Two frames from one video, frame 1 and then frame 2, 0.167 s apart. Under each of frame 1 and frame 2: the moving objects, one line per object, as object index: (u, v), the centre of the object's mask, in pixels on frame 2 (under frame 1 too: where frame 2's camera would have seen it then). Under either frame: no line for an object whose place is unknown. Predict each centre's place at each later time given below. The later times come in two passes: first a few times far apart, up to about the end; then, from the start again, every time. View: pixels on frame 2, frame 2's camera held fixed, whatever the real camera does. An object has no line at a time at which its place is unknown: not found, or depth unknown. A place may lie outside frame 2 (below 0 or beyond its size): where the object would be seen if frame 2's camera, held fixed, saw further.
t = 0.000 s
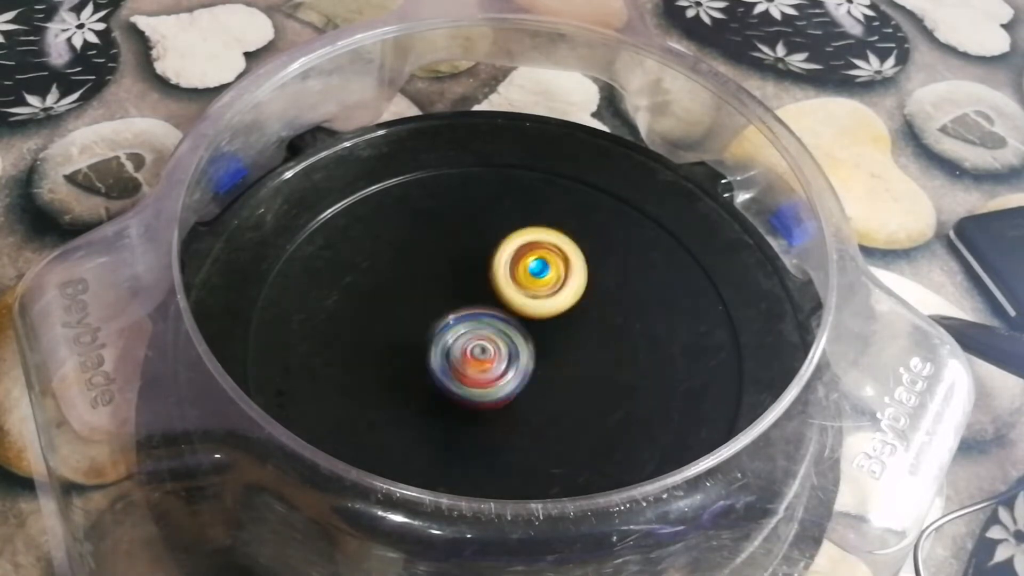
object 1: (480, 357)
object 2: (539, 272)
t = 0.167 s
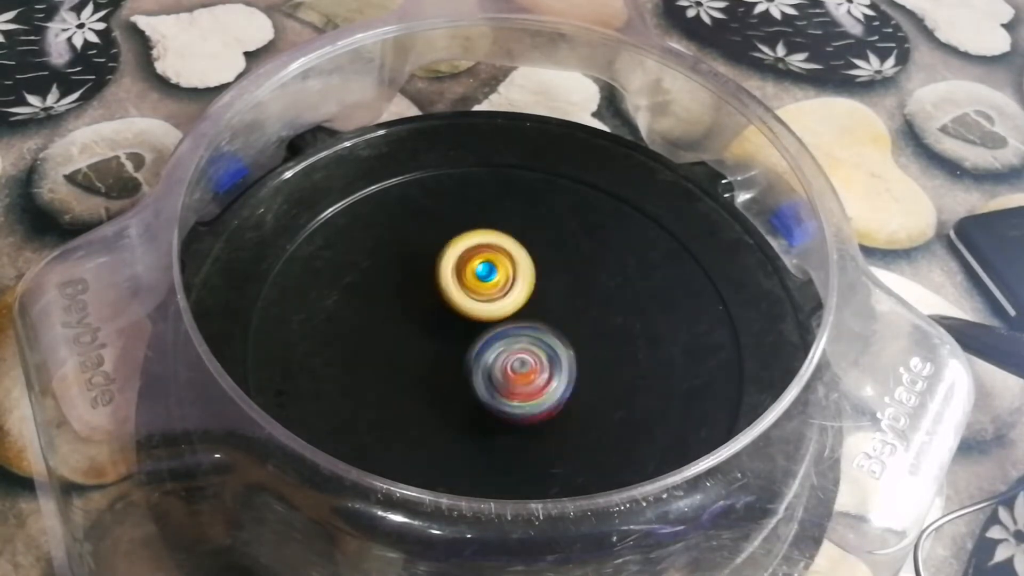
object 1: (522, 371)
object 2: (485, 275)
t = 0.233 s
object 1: (543, 375)
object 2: (471, 279)
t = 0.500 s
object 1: (571, 358)
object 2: (437, 327)
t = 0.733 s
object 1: (540, 316)
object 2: (469, 373)
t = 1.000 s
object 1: (511, 271)
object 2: (540, 372)
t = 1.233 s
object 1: (480, 279)
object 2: (564, 327)
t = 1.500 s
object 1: (432, 325)
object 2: (531, 286)
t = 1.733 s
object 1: (464, 373)
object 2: (478, 290)
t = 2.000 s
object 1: (539, 393)
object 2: (447, 318)
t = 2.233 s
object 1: (580, 352)
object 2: (467, 348)
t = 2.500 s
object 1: (610, 334)
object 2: (487, 346)
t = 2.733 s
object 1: (598, 336)
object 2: (491, 326)
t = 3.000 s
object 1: (561, 290)
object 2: (455, 331)
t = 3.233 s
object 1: (495, 275)
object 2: (461, 349)
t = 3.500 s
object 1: (453, 258)
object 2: (485, 359)
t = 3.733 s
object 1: (454, 273)
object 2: (492, 357)
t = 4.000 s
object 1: (456, 273)
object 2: (494, 363)
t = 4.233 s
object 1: (470, 279)
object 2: (522, 357)
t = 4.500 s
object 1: (473, 290)
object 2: (533, 373)
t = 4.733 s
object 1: (479, 295)
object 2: (527, 364)
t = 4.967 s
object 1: (483, 294)
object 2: (532, 380)
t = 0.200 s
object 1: (532, 373)
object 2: (478, 277)
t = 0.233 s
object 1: (543, 375)
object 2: (471, 279)
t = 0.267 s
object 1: (549, 375)
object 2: (465, 281)
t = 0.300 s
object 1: (559, 376)
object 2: (457, 286)
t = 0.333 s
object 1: (562, 374)
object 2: (450, 291)
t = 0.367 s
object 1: (567, 372)
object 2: (446, 297)
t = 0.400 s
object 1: (572, 370)
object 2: (442, 304)
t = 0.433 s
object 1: (570, 366)
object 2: (438, 311)
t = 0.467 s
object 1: (574, 363)
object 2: (437, 319)
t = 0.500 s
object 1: (571, 358)
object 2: (437, 327)
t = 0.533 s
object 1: (570, 352)
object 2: (437, 334)
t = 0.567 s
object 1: (568, 348)
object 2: (440, 342)
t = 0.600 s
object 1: (562, 340)
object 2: (444, 350)
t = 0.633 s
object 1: (559, 336)
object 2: (449, 356)
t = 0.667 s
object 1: (554, 331)
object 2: (456, 363)
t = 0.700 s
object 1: (545, 323)
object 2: (463, 368)
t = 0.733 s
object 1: (540, 316)
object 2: (469, 373)
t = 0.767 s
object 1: (538, 310)
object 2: (477, 378)
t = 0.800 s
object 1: (536, 304)
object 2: (487, 380)
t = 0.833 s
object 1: (530, 298)
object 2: (495, 382)
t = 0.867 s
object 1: (524, 289)
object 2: (505, 382)
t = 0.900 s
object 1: (523, 283)
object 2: (515, 381)
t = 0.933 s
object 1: (519, 280)
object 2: (523, 379)
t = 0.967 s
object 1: (513, 274)
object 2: (532, 376)
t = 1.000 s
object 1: (511, 271)
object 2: (540, 372)
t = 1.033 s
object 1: (505, 270)
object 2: (546, 367)
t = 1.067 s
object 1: (500, 267)
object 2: (552, 361)
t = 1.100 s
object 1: (497, 268)
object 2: (557, 354)
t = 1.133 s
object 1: (492, 270)
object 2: (560, 348)
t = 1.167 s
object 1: (488, 270)
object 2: (562, 341)
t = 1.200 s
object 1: (483, 274)
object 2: (563, 334)
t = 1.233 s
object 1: (480, 279)
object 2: (564, 327)
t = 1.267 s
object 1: (472, 282)
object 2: (566, 321)
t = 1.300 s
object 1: (464, 286)
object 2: (564, 314)
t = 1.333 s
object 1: (454, 291)
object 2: (561, 307)
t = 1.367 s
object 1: (447, 295)
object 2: (557, 301)
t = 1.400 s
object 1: (442, 302)
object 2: (552, 297)
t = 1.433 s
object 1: (438, 308)
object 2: (545, 292)
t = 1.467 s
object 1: (435, 317)
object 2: (538, 289)
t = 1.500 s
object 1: (432, 325)
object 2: (531, 286)
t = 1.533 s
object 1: (432, 331)
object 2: (524, 284)
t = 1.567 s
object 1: (435, 340)
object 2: (515, 283)
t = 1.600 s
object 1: (437, 350)
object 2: (506, 284)
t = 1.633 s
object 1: (440, 355)
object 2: (499, 285)
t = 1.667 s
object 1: (446, 361)
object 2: (492, 286)
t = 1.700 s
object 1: (456, 369)
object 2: (484, 288)
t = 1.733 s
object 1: (464, 373)
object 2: (478, 290)
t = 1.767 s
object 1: (473, 378)
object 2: (471, 294)
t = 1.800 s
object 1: (480, 383)
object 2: (463, 295)
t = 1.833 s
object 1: (488, 387)
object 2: (457, 297)
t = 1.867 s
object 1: (498, 391)
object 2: (453, 301)
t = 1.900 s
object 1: (508, 394)
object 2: (450, 304)
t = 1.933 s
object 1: (519, 394)
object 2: (448, 308)
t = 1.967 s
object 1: (530, 395)
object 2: (446, 313)
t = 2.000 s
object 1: (539, 393)
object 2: (447, 318)
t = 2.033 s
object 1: (548, 387)
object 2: (448, 322)
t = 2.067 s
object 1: (556, 382)
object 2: (450, 327)
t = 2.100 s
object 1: (559, 376)
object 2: (453, 332)
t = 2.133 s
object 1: (562, 367)
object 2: (458, 336)
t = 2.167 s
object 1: (566, 359)
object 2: (461, 342)
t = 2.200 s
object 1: (575, 356)
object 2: (463, 346)
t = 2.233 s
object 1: (580, 352)
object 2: (467, 348)
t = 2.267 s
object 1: (580, 351)
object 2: (469, 349)
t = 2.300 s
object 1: (581, 345)
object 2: (471, 351)
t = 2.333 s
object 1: (593, 339)
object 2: (472, 353)
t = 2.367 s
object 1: (604, 339)
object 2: (476, 353)
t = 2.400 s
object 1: (607, 339)
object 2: (477, 350)
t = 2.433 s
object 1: (606, 337)
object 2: (479, 351)
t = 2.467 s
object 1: (607, 335)
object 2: (484, 350)
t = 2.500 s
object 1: (610, 334)
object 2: (487, 346)
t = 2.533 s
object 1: (616, 335)
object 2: (487, 344)
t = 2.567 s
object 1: (614, 339)
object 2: (492, 342)
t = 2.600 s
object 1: (606, 340)
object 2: (494, 338)
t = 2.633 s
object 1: (602, 338)
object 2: (494, 335)
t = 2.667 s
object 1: (602, 337)
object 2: (495, 332)
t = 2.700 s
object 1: (602, 337)
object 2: (493, 329)
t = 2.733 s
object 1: (598, 336)
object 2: (491, 326)
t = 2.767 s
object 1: (595, 331)
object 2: (486, 324)
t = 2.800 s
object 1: (596, 323)
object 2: (479, 325)
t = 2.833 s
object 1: (595, 314)
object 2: (476, 327)
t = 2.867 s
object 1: (591, 309)
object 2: (473, 324)
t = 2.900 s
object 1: (584, 303)
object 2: (468, 324)
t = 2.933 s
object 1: (577, 296)
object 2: (462, 325)
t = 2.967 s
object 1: (569, 293)
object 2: (458, 329)
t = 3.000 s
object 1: (561, 290)
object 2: (455, 331)
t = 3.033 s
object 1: (550, 287)
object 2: (451, 335)
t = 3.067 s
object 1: (540, 285)
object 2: (451, 339)
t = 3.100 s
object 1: (529, 283)
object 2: (451, 341)
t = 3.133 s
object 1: (522, 281)
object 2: (452, 342)
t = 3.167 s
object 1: (514, 280)
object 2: (452, 345)
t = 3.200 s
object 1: (505, 278)
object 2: (457, 348)
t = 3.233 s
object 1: (495, 275)
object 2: (461, 349)
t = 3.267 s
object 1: (483, 273)
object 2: (466, 353)
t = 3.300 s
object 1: (474, 268)
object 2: (472, 360)
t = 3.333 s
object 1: (472, 266)
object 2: (479, 363)
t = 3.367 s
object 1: (469, 265)
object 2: (483, 363)
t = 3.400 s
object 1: (462, 263)
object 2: (485, 363)
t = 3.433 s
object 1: (456, 259)
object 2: (483, 362)
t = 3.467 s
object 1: (456, 258)
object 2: (484, 361)
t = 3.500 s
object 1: (453, 258)
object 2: (485, 359)
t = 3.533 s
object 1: (451, 258)
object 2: (486, 358)
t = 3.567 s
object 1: (454, 260)
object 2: (486, 354)
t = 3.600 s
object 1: (452, 262)
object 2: (484, 352)
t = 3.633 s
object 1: (452, 266)
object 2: (483, 351)
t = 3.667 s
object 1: (456, 267)
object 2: (486, 356)
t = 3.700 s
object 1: (459, 269)
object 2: (490, 357)
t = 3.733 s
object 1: (454, 273)
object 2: (492, 357)
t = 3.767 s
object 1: (450, 273)
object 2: (492, 354)
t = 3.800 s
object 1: (453, 272)
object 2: (491, 352)
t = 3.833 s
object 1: (457, 275)
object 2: (489, 355)
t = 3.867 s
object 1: (458, 274)
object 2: (489, 360)
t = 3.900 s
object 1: (456, 273)
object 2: (491, 362)
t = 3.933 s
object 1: (451, 272)
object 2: (494, 363)
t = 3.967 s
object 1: (453, 272)
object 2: (493, 363)
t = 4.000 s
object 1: (456, 273)
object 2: (494, 363)
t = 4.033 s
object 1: (452, 275)
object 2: (495, 363)
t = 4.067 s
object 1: (451, 276)
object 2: (497, 363)
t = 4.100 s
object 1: (457, 279)
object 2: (503, 359)
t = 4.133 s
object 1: (458, 282)
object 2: (509, 358)
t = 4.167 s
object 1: (458, 279)
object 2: (517, 361)
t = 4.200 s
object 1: (463, 277)
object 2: (522, 360)
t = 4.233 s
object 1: (470, 279)
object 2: (522, 357)
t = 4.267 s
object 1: (469, 282)
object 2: (521, 355)
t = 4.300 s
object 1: (464, 280)
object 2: (519, 353)
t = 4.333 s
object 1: (462, 278)
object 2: (515, 356)
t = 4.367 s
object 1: (465, 277)
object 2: (513, 358)
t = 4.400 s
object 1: (469, 280)
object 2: (513, 362)
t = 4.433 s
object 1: (474, 283)
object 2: (521, 368)
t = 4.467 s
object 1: (476, 286)
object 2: (527, 372)
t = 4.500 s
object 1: (473, 290)
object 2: (533, 373)
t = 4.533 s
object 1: (471, 292)
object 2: (534, 370)
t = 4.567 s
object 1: (473, 292)
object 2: (533, 367)
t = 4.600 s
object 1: (474, 295)
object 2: (534, 368)
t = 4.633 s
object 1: (472, 294)
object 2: (533, 367)
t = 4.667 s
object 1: (473, 292)
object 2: (532, 367)
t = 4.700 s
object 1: (477, 293)
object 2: (531, 369)
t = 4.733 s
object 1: (479, 295)
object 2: (527, 364)
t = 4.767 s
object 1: (474, 294)
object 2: (526, 369)
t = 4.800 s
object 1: (468, 285)
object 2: (531, 371)
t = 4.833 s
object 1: (468, 281)
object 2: (531, 375)
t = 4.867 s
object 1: (474, 279)
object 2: (531, 378)
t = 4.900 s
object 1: (480, 280)
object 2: (533, 380)
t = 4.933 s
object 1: (484, 286)
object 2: (532, 379)
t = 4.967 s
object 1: (483, 294)
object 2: (532, 380)
